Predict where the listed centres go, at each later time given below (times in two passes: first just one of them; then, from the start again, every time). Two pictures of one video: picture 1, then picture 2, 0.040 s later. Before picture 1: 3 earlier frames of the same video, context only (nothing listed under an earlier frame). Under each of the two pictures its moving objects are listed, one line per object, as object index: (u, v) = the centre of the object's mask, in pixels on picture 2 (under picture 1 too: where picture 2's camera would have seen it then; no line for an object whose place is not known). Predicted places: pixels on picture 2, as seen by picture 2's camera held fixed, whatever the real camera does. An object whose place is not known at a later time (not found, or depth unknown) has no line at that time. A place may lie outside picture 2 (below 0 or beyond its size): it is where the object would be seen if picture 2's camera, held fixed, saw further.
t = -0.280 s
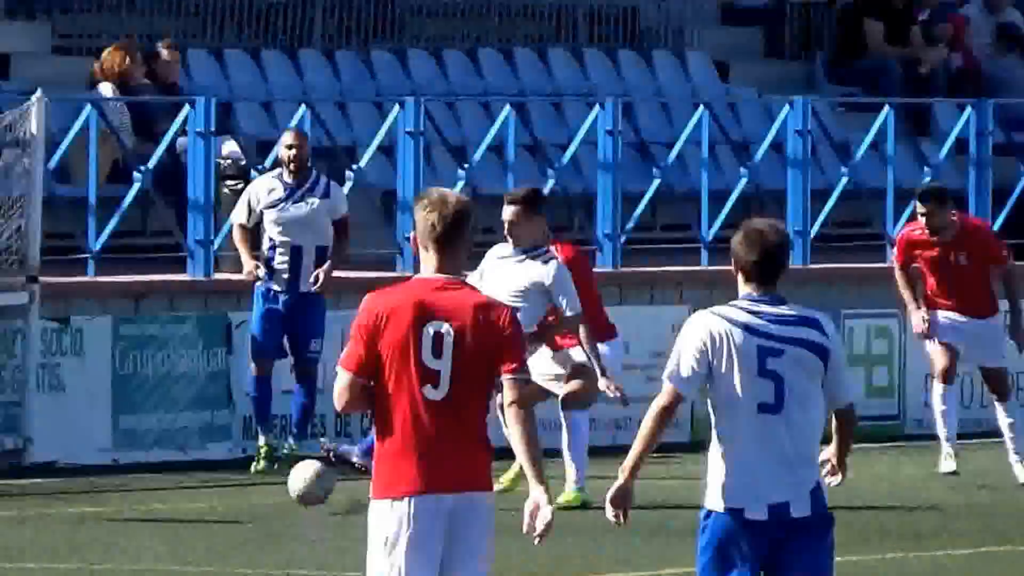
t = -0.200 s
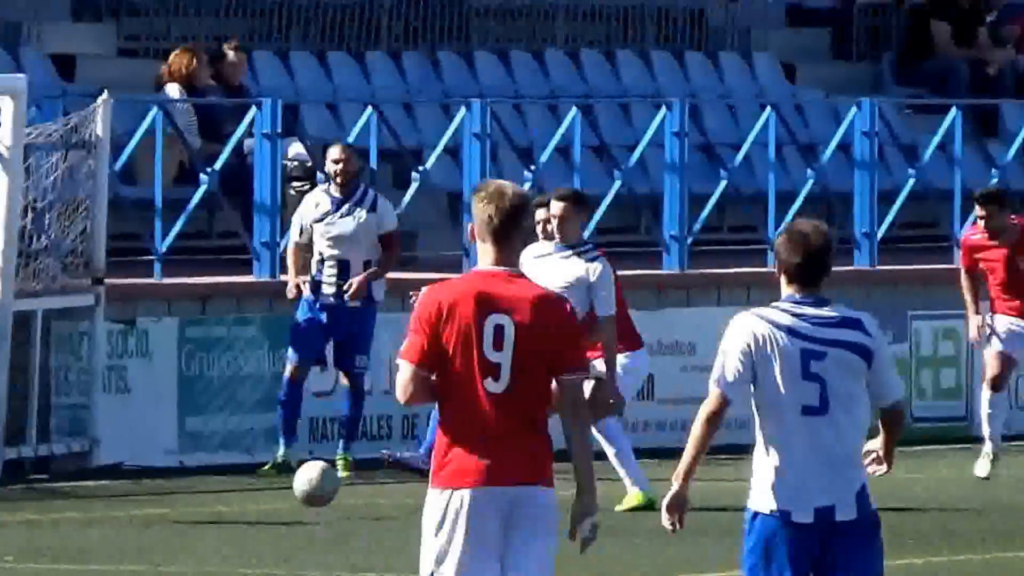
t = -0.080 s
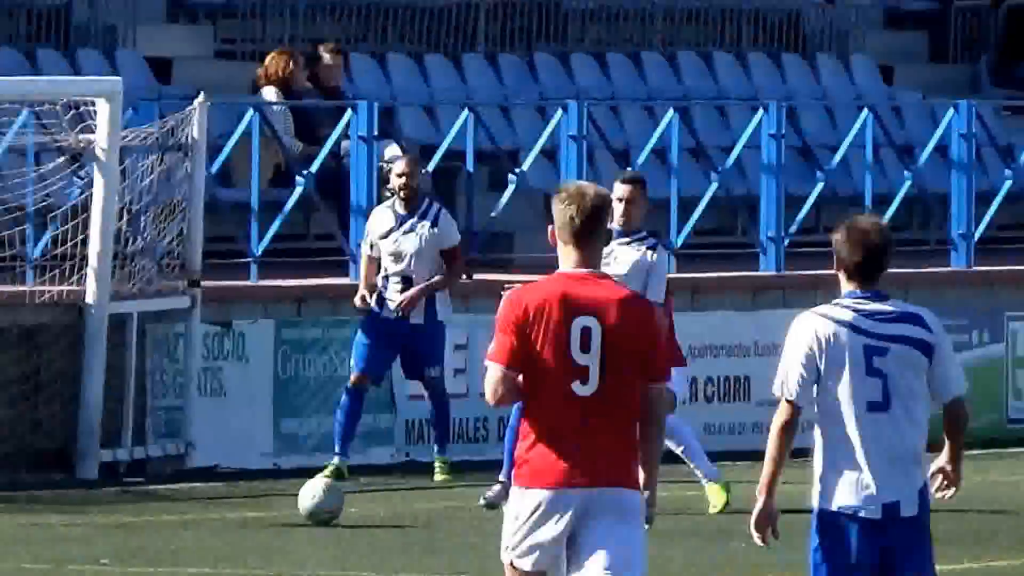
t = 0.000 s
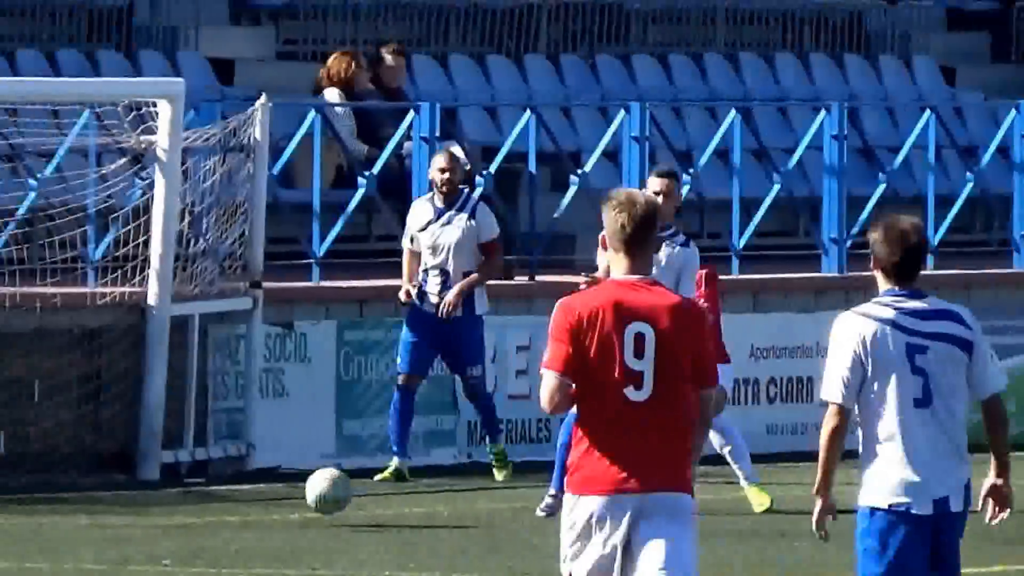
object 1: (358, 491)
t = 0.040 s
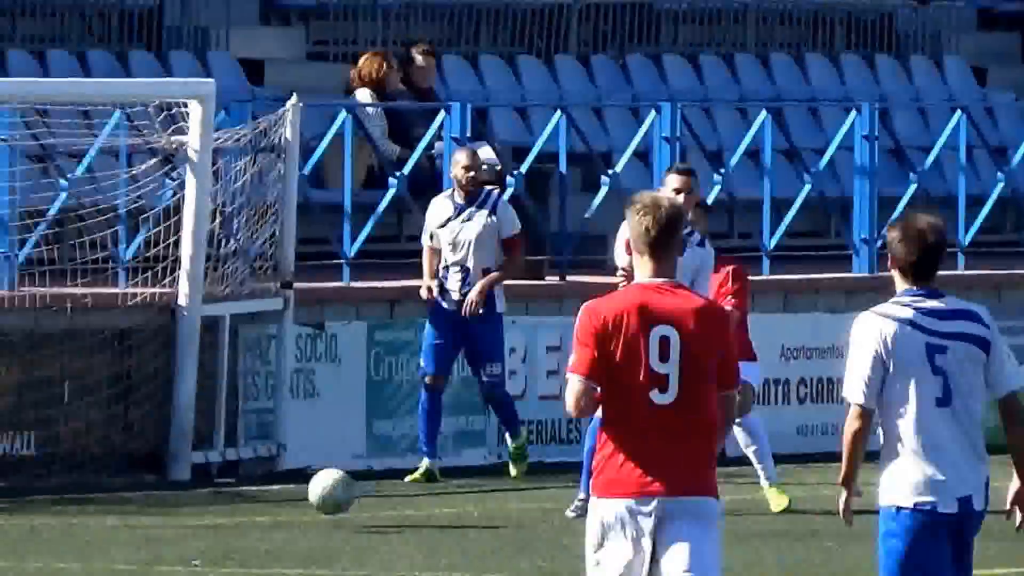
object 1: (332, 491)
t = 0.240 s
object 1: (196, 511)
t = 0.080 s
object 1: (306, 496)
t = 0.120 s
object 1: (279, 504)
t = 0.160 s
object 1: (251, 514)
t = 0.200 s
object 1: (223, 512)
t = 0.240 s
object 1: (196, 511)
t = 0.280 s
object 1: (167, 514)
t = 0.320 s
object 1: (139, 520)
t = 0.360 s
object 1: (112, 519)
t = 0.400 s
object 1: (83, 520)
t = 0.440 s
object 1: (55, 524)
